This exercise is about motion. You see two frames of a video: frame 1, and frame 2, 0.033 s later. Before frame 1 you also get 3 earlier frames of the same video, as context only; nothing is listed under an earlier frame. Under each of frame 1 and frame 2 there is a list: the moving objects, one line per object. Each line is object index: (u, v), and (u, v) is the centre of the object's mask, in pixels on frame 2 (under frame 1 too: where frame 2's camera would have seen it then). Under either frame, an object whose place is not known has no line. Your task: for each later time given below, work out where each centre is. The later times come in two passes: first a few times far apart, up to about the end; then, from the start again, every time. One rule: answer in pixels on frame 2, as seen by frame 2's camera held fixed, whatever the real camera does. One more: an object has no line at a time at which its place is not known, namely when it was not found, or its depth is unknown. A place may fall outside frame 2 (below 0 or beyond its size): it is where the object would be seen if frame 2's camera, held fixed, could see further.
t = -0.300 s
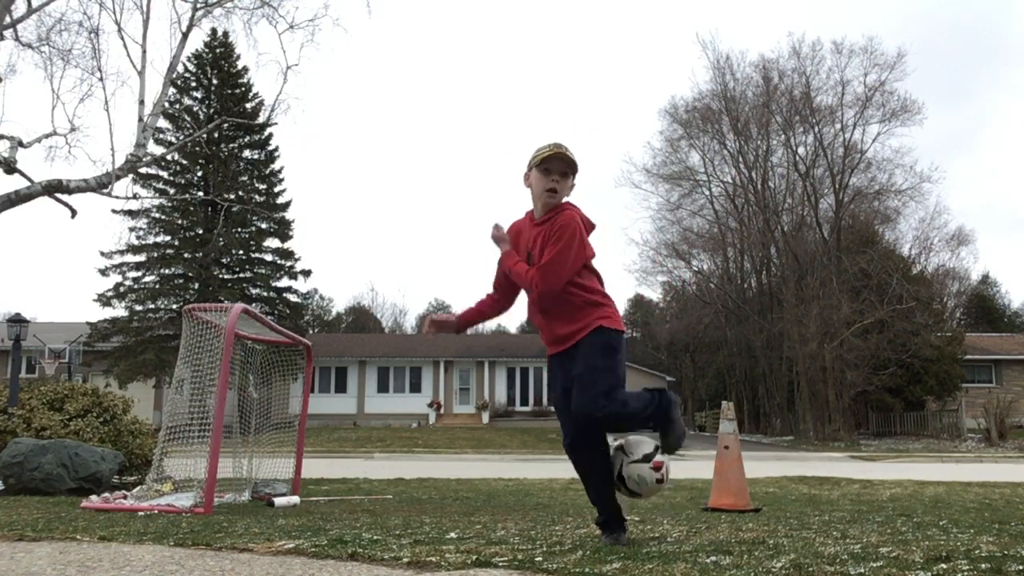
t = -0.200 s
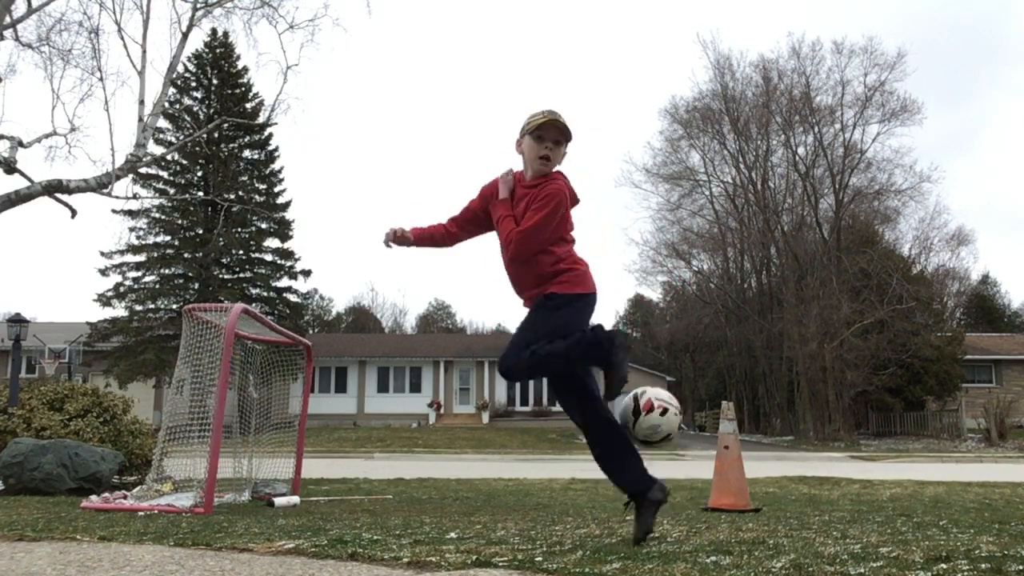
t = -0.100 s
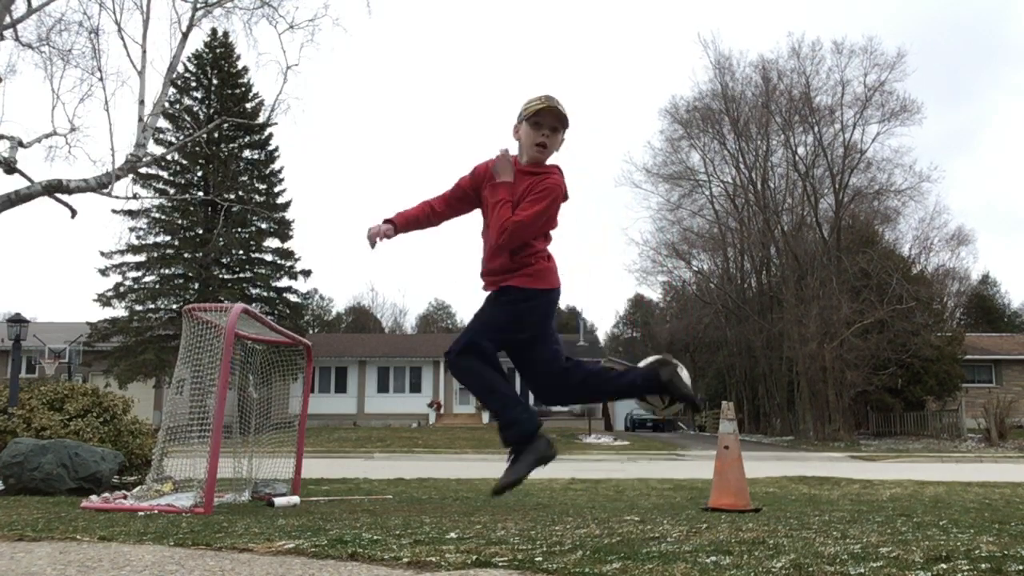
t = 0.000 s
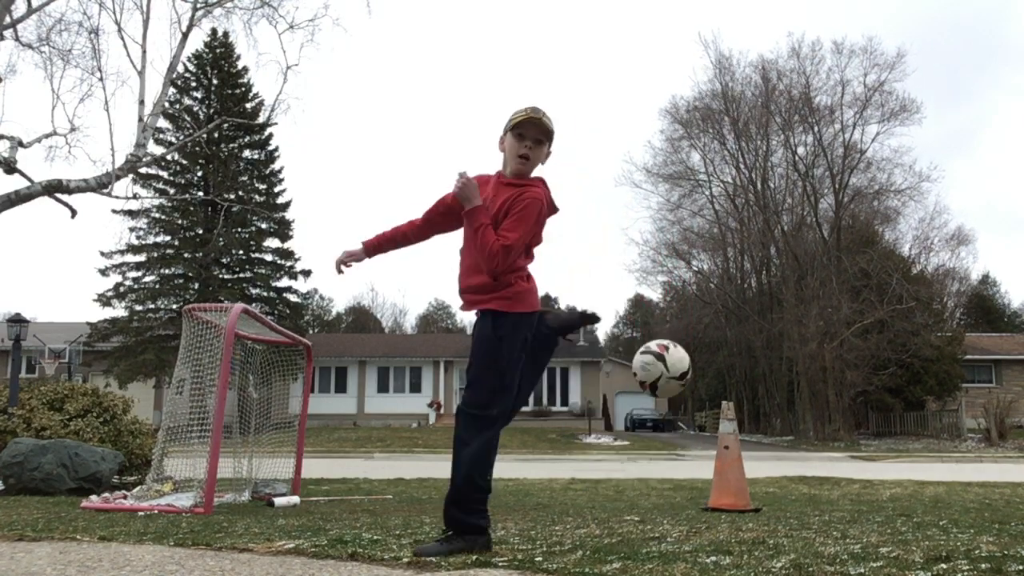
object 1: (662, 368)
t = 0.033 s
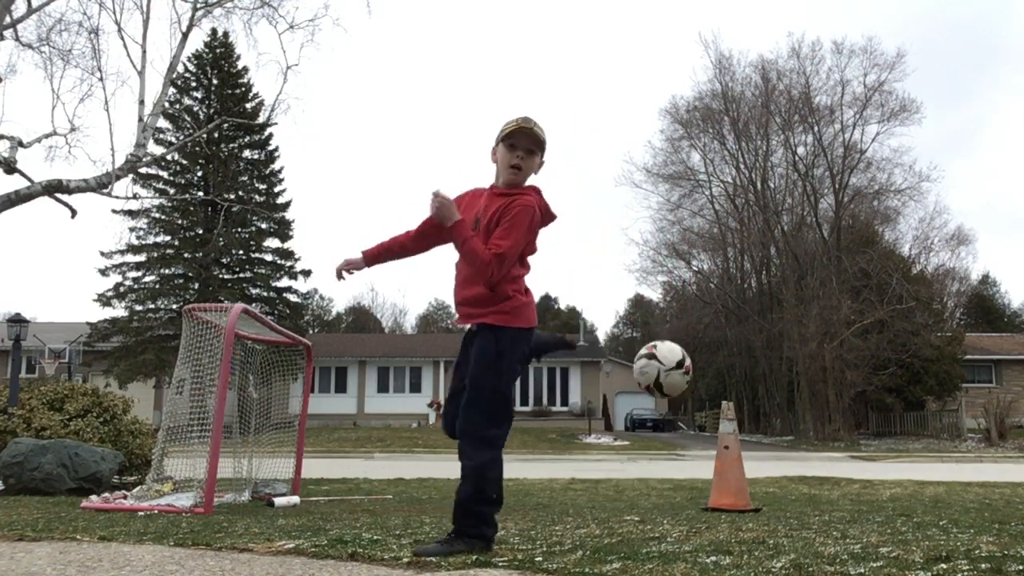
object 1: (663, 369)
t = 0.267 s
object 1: (670, 454)
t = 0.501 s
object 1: (643, 471)
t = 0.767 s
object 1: (598, 496)
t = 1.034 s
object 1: (558, 501)
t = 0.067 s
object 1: (664, 373)
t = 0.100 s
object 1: (664, 380)
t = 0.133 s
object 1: (665, 388)
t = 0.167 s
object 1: (667, 401)
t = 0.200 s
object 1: (668, 416)
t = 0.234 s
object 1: (669, 434)
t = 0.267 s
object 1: (670, 454)
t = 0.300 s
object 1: (672, 477)
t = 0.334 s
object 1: (674, 504)
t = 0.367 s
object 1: (668, 499)
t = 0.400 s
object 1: (661, 487)
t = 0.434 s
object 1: (654, 479)
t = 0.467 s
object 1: (649, 473)
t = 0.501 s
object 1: (643, 471)
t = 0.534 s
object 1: (637, 470)
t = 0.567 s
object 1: (631, 474)
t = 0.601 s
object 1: (626, 479)
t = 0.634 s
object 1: (620, 486)
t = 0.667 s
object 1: (615, 496)
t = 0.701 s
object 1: (610, 502)
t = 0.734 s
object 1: (604, 499)
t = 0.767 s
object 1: (598, 496)
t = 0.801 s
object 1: (592, 496)
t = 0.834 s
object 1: (587, 499)
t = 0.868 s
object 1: (581, 502)
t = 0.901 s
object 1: (576, 500)
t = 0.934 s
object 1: (571, 499)
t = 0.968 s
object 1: (566, 500)
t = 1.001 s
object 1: (562, 501)
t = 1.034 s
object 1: (558, 501)
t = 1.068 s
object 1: (553, 500)
